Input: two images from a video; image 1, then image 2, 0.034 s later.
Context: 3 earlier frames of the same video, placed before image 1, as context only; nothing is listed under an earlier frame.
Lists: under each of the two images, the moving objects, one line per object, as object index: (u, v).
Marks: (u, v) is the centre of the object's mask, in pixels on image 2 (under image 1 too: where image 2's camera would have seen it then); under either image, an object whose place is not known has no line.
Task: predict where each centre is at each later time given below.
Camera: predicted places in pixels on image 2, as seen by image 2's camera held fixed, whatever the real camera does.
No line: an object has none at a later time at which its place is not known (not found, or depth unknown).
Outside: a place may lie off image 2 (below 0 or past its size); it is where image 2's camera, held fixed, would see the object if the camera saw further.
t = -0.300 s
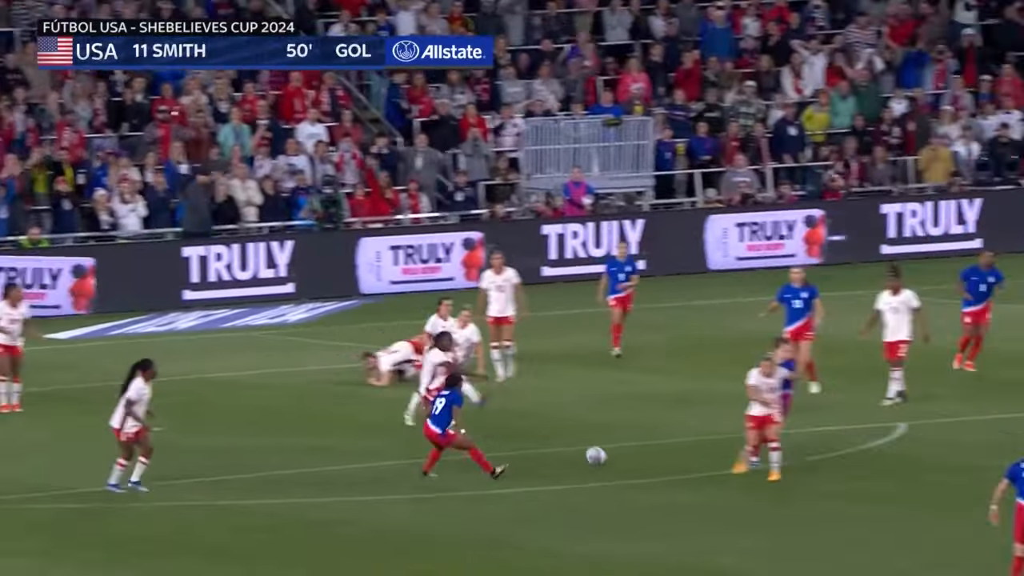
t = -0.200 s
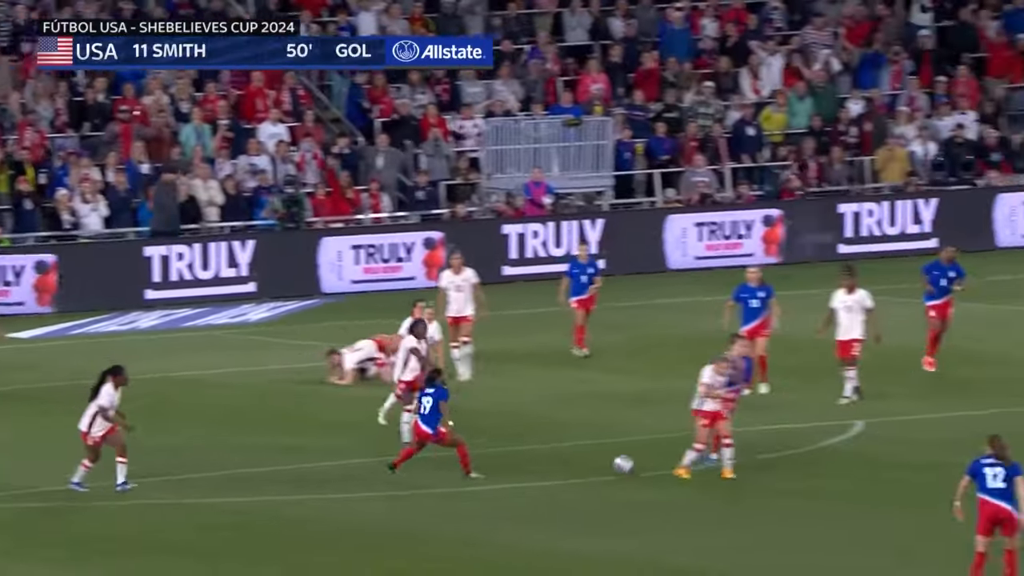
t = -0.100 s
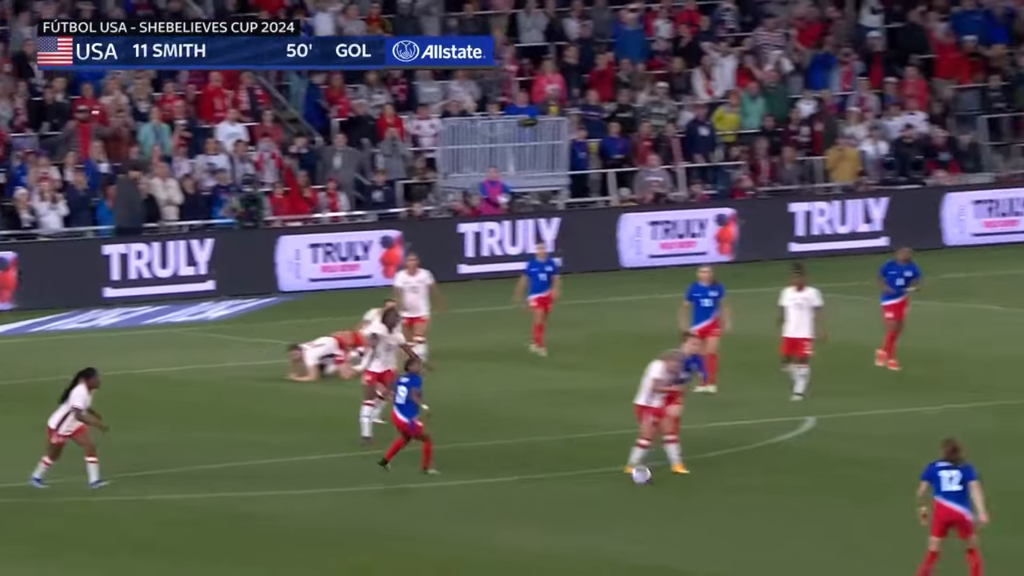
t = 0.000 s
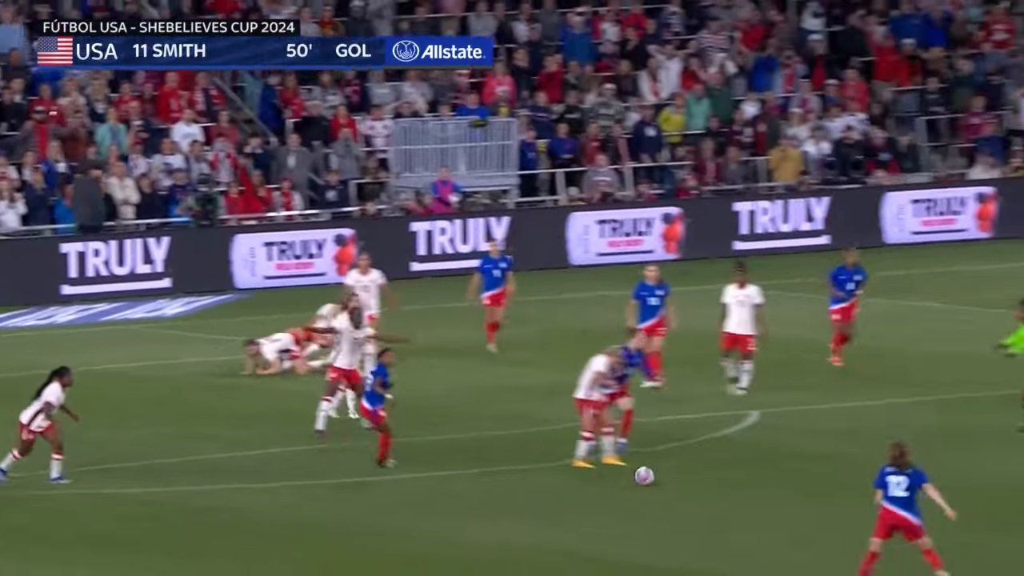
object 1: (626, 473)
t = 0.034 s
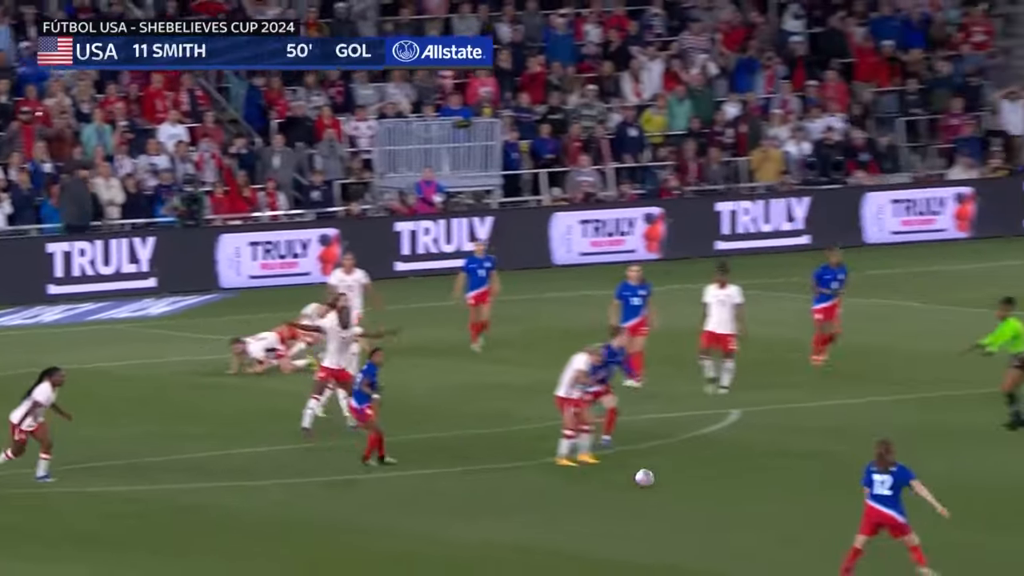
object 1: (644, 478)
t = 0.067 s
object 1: (662, 483)
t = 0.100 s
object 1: (678, 487)
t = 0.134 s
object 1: (695, 489)
